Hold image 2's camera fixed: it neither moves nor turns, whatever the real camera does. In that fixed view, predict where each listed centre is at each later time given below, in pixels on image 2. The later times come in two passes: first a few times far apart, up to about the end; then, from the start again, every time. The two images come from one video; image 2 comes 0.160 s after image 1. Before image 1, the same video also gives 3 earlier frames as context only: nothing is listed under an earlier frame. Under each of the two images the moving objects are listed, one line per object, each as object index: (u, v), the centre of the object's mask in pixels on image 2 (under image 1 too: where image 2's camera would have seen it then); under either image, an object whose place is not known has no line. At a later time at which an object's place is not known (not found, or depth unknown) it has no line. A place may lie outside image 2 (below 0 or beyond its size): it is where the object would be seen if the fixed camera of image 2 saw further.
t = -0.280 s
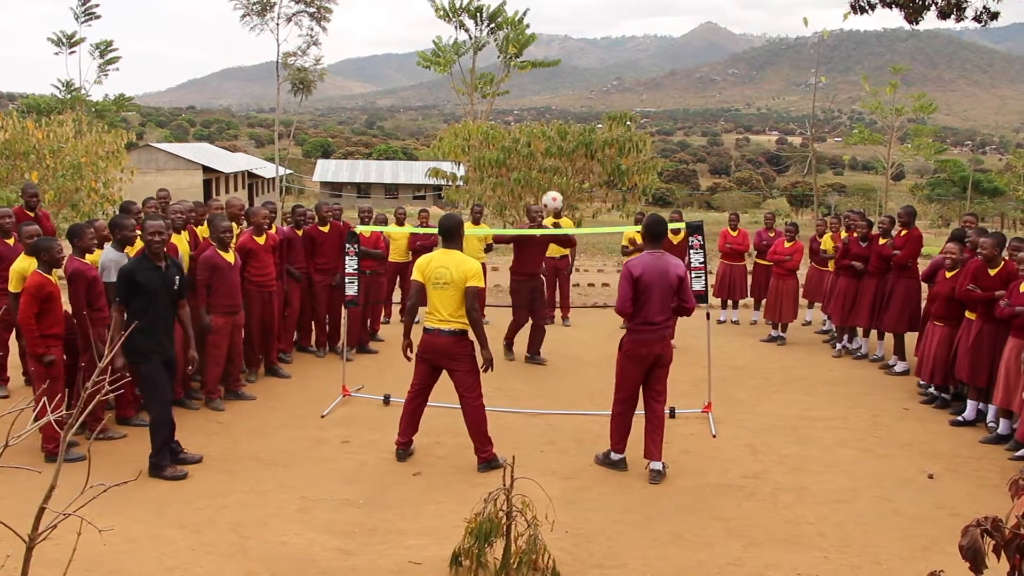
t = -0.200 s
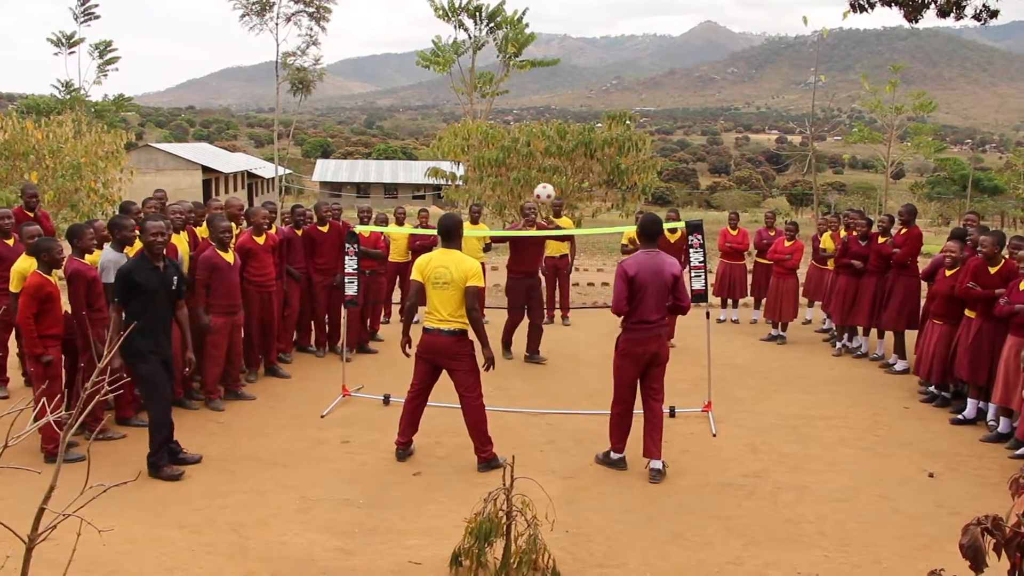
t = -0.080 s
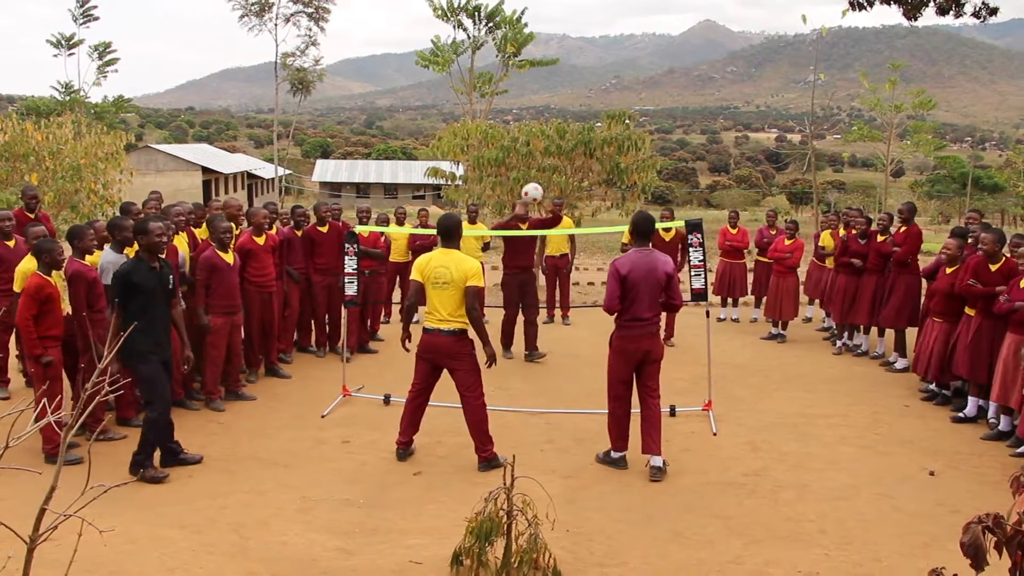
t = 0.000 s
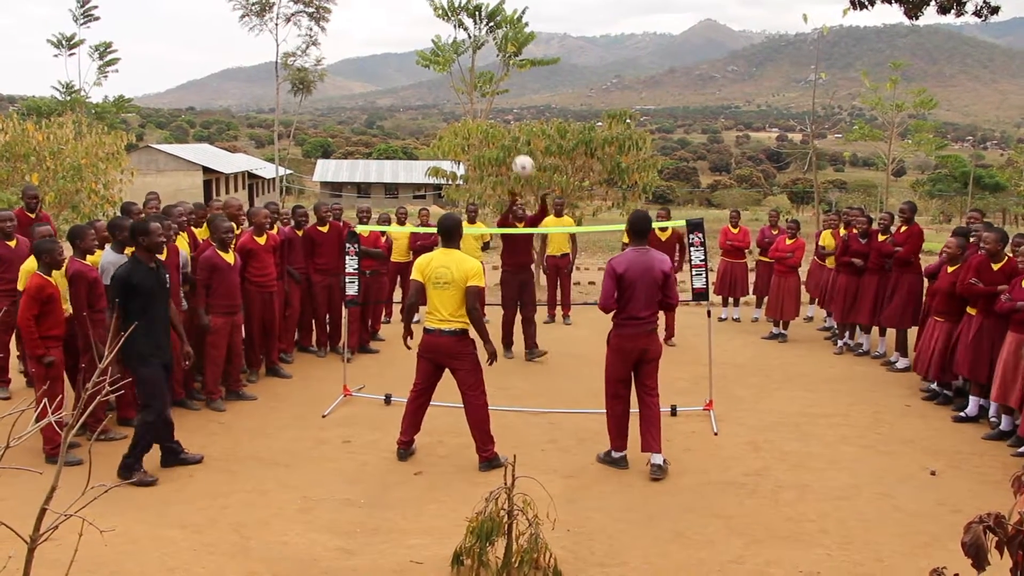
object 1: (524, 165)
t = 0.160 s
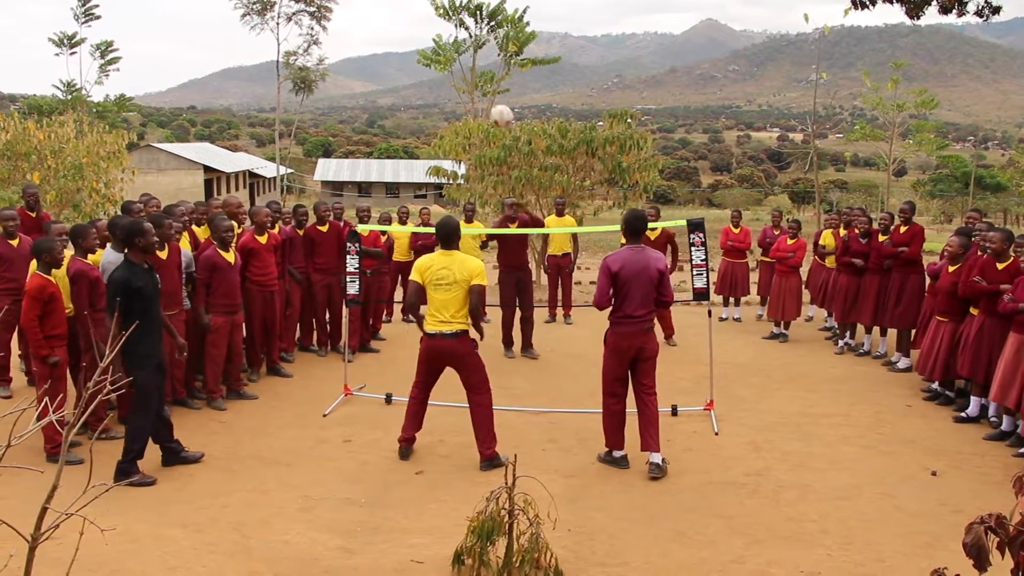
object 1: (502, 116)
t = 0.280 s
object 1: (481, 94)
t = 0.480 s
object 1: (442, 92)
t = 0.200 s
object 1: (494, 107)
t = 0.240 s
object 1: (488, 99)
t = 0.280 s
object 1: (481, 94)
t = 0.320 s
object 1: (474, 90)
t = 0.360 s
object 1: (467, 88)
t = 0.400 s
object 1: (459, 87)
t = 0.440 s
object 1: (451, 88)
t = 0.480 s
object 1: (442, 92)
